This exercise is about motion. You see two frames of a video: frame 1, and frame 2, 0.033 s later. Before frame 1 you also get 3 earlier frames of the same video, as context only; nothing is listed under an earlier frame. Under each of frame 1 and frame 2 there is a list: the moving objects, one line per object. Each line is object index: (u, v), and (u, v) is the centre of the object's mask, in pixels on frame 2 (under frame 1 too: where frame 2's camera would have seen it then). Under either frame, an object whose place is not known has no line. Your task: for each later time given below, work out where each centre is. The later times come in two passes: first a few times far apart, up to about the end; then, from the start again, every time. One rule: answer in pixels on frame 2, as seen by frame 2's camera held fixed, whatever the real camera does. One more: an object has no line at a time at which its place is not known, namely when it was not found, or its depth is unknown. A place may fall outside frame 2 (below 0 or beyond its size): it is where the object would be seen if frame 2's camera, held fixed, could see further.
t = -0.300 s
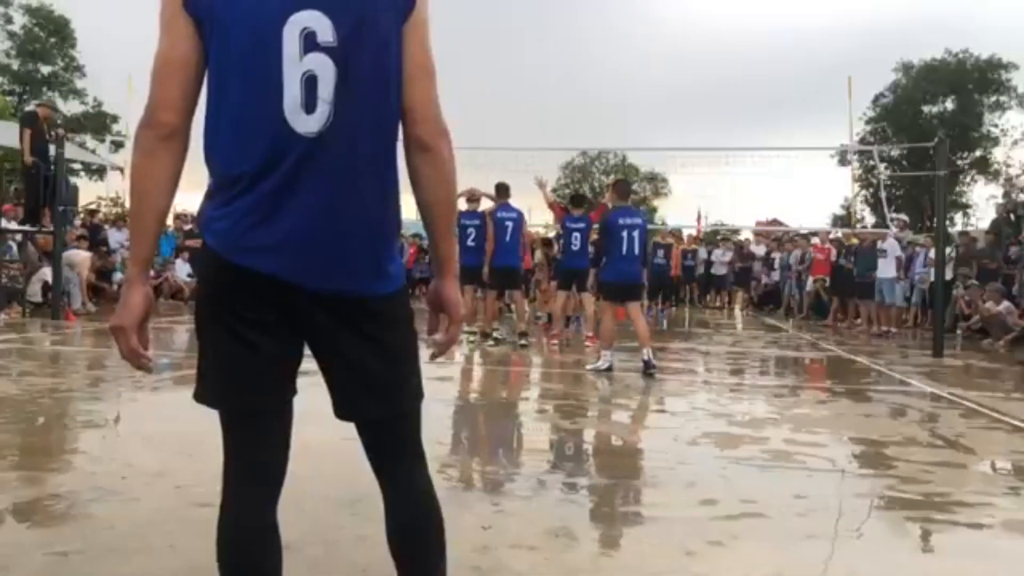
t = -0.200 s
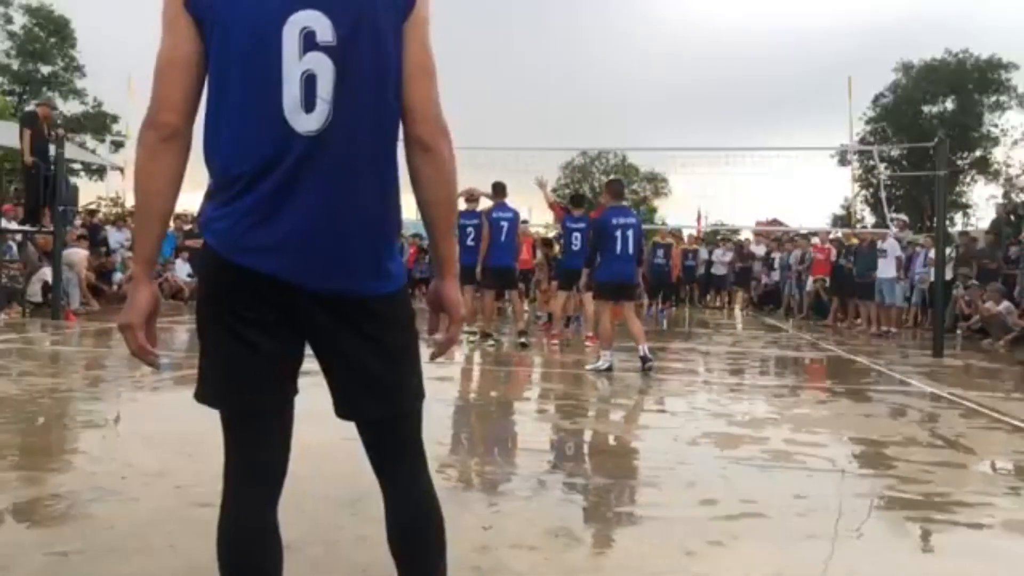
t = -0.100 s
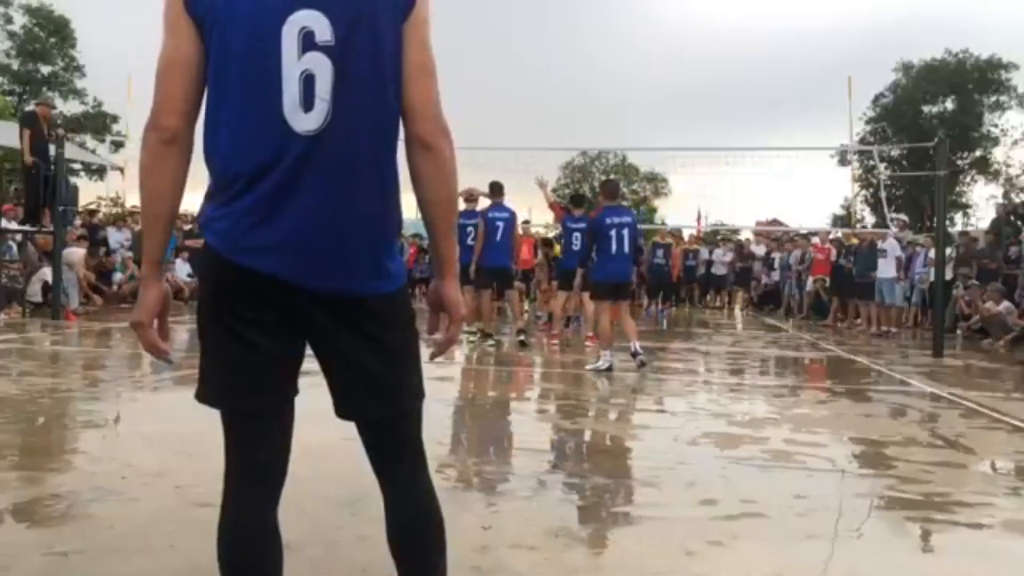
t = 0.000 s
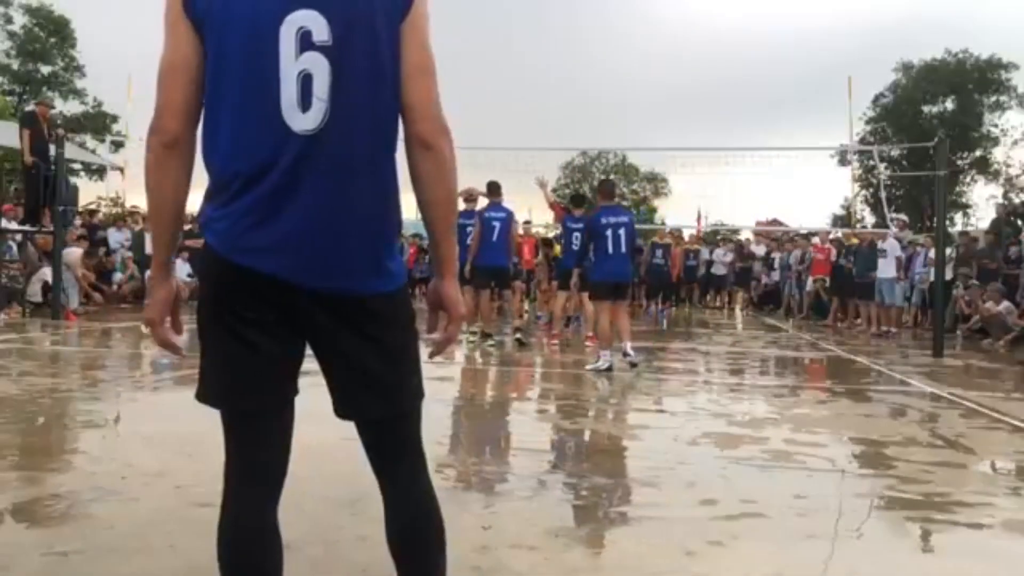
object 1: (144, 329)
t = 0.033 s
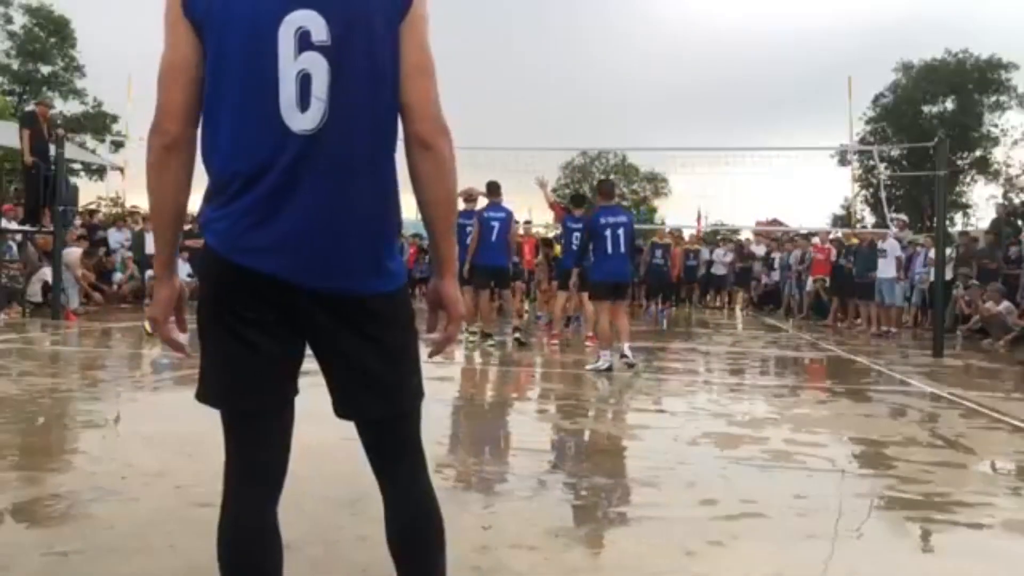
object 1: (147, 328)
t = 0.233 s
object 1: (162, 333)
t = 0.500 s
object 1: (178, 341)
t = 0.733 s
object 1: (196, 350)
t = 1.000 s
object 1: (221, 361)
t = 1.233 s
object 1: (248, 371)
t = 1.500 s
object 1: (288, 387)
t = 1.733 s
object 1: (330, 406)
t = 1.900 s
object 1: (368, 421)
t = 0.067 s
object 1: (152, 330)
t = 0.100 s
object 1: (154, 330)
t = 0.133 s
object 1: (156, 329)
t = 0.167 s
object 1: (159, 331)
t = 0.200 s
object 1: (160, 330)
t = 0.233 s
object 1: (162, 333)
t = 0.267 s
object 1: (163, 334)
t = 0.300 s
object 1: (166, 335)
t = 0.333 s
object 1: (167, 336)
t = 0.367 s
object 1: (170, 337)
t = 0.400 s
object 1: (174, 338)
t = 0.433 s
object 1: (173, 339)
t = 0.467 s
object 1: (176, 339)
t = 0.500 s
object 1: (178, 341)
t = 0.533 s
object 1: (181, 342)
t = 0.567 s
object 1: (183, 343)
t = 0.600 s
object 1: (185, 345)
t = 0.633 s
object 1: (188, 345)
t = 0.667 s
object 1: (189, 346)
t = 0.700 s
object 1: (194, 348)
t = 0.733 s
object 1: (196, 350)
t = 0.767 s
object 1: (199, 351)
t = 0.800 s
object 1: (201, 353)
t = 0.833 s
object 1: (205, 353)
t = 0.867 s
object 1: (208, 355)
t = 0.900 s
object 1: (212, 357)
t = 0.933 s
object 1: (215, 357)
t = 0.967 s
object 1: (218, 360)
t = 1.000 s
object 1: (221, 361)
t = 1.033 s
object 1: (224, 362)
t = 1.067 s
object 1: (227, 364)
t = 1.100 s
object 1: (233, 365)
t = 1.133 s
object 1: (237, 366)
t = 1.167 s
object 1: (240, 369)
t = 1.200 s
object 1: (243, 370)
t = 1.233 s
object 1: (248, 371)
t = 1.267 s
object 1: (251, 373)
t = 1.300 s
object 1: (258, 374)
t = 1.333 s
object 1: (262, 376)
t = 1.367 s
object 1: (267, 379)
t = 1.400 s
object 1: (270, 382)
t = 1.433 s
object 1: (276, 383)
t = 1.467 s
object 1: (282, 386)
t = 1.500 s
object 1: (288, 387)
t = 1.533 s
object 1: (293, 390)
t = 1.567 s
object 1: (299, 392)
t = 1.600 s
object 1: (305, 395)
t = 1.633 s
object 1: (311, 398)
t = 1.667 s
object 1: (317, 400)
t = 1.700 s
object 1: (324, 403)
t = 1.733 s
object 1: (330, 406)
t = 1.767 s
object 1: (337, 408)
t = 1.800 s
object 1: (345, 413)
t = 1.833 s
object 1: (353, 414)
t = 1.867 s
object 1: (360, 417)
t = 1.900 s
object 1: (368, 421)
